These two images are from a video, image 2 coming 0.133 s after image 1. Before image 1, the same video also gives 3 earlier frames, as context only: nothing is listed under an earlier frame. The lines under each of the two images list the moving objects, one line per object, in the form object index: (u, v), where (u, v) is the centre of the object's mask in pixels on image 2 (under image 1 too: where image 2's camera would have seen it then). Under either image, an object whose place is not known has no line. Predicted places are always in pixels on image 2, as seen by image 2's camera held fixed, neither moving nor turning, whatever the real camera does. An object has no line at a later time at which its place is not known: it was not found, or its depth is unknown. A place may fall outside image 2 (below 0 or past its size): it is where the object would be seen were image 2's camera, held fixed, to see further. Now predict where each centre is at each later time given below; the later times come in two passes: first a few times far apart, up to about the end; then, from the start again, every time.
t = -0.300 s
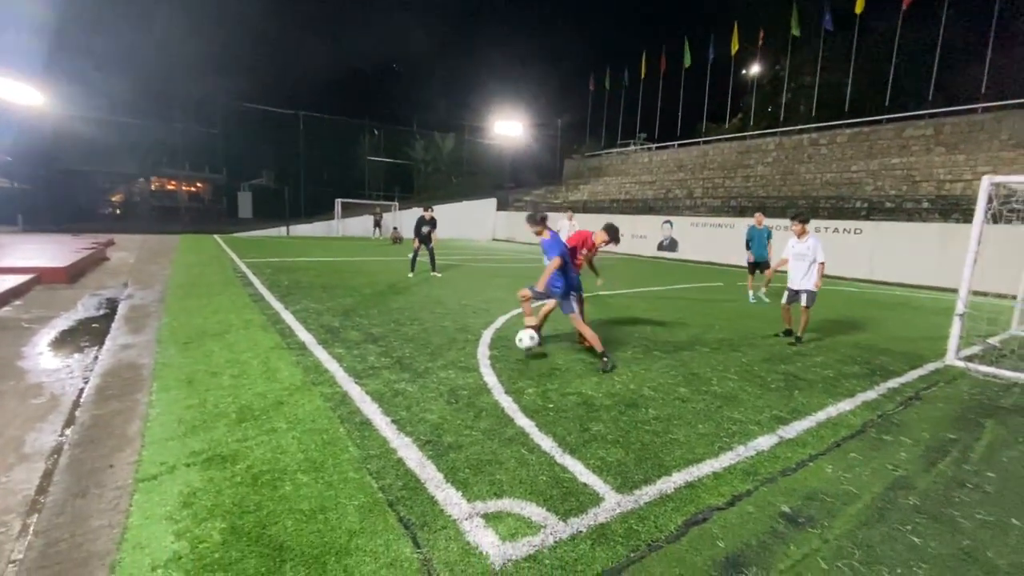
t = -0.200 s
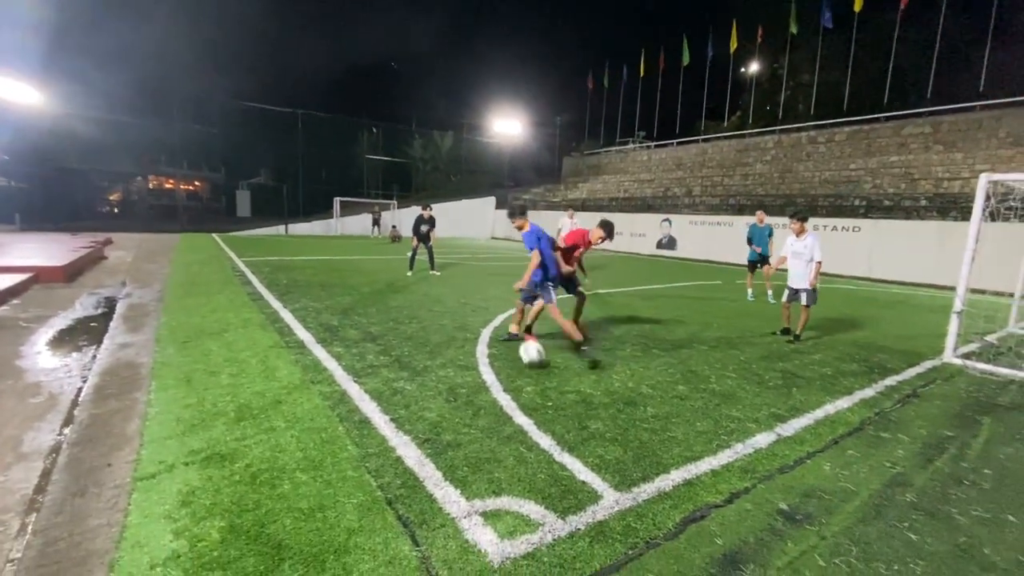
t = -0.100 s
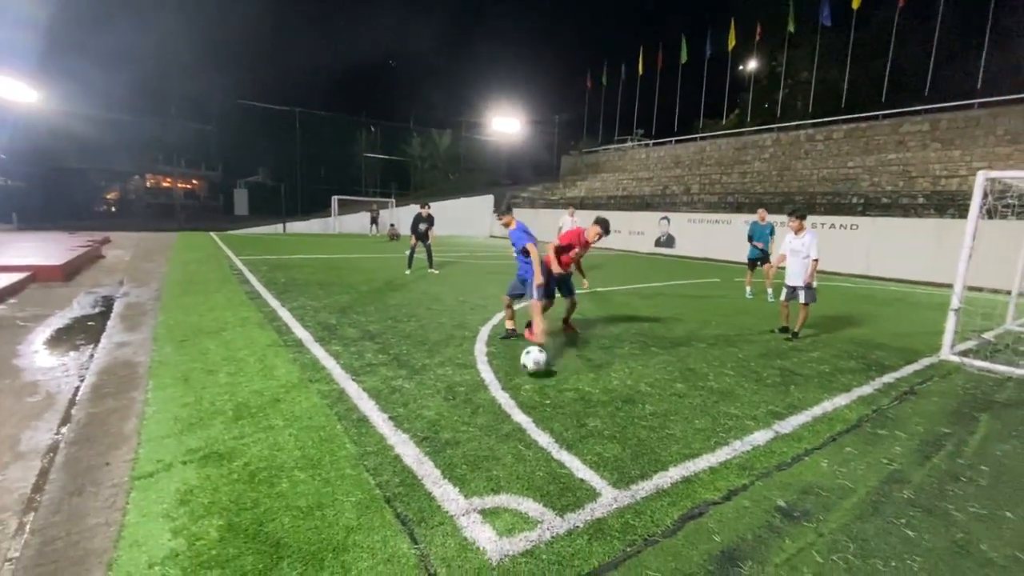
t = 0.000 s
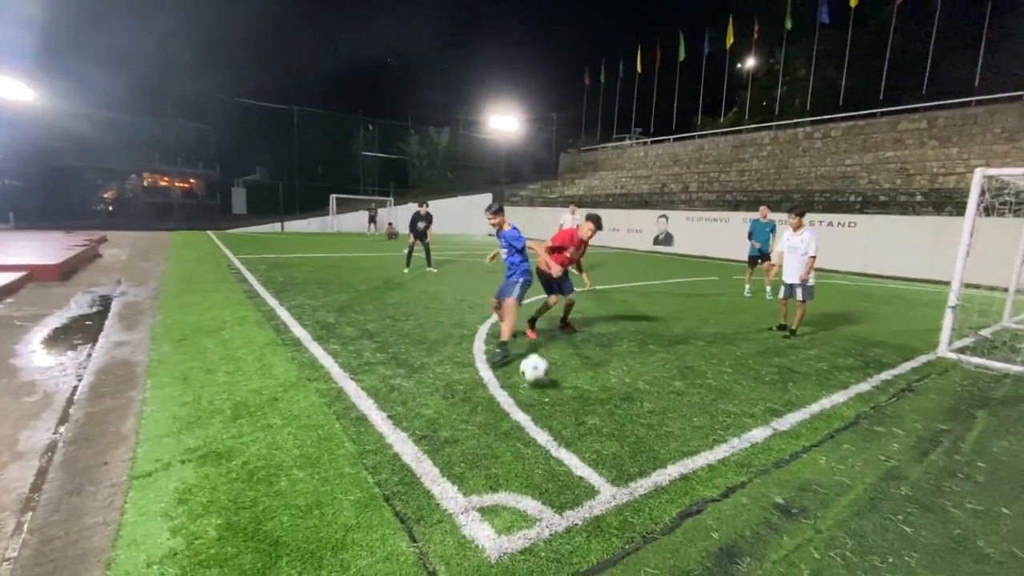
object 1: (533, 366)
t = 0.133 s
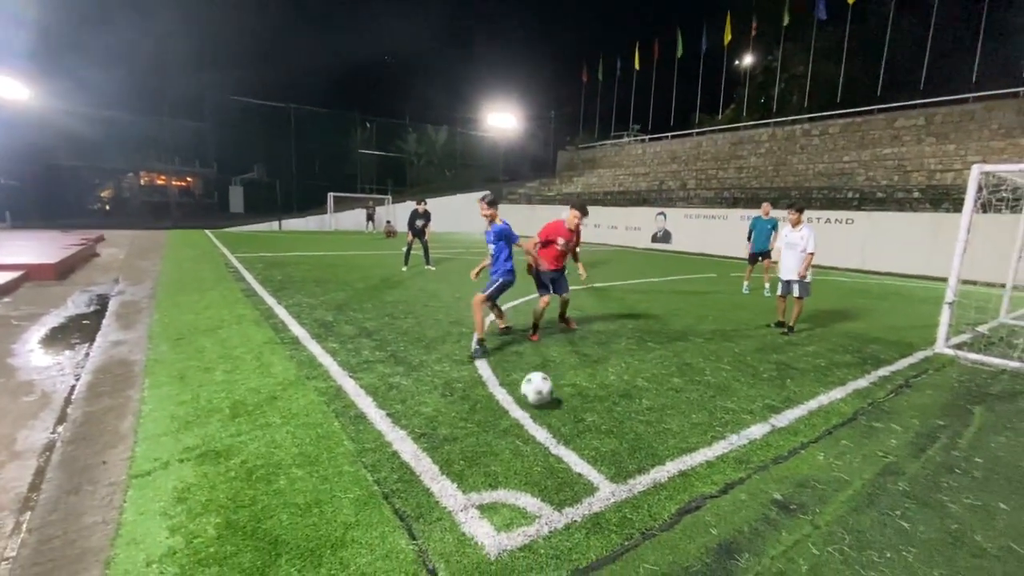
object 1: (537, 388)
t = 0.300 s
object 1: (544, 420)
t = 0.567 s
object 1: (558, 500)
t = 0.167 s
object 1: (538, 394)
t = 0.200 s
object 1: (539, 402)
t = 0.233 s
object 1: (542, 410)
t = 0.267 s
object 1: (542, 413)
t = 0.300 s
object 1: (544, 420)
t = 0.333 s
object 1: (545, 426)
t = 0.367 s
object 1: (546, 436)
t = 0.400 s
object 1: (548, 446)
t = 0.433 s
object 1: (549, 454)
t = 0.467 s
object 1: (551, 465)
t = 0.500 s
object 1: (553, 477)
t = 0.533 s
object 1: (556, 488)
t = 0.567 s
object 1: (558, 500)
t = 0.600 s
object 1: (560, 516)
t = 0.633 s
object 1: (561, 527)
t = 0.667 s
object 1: (564, 545)
